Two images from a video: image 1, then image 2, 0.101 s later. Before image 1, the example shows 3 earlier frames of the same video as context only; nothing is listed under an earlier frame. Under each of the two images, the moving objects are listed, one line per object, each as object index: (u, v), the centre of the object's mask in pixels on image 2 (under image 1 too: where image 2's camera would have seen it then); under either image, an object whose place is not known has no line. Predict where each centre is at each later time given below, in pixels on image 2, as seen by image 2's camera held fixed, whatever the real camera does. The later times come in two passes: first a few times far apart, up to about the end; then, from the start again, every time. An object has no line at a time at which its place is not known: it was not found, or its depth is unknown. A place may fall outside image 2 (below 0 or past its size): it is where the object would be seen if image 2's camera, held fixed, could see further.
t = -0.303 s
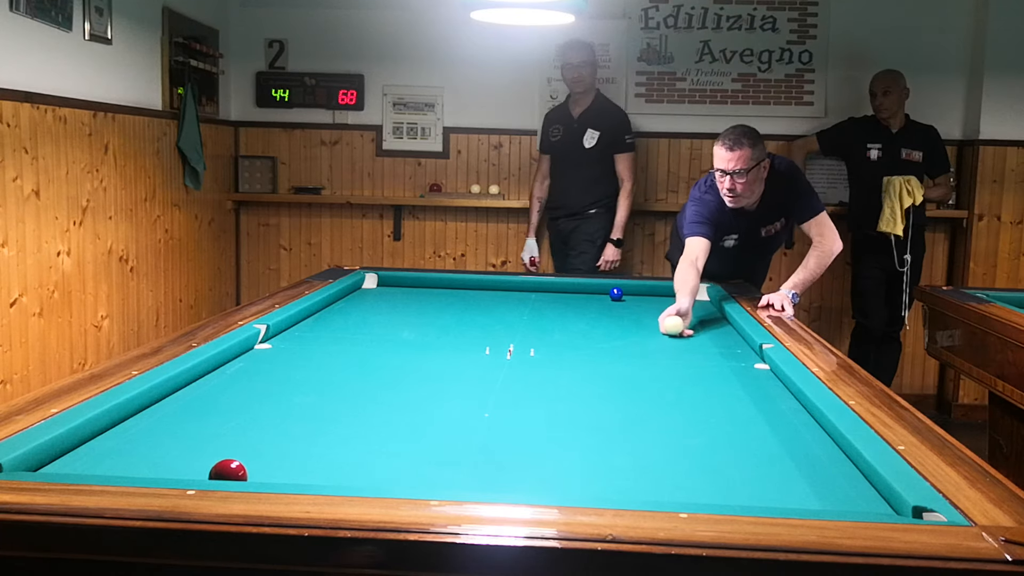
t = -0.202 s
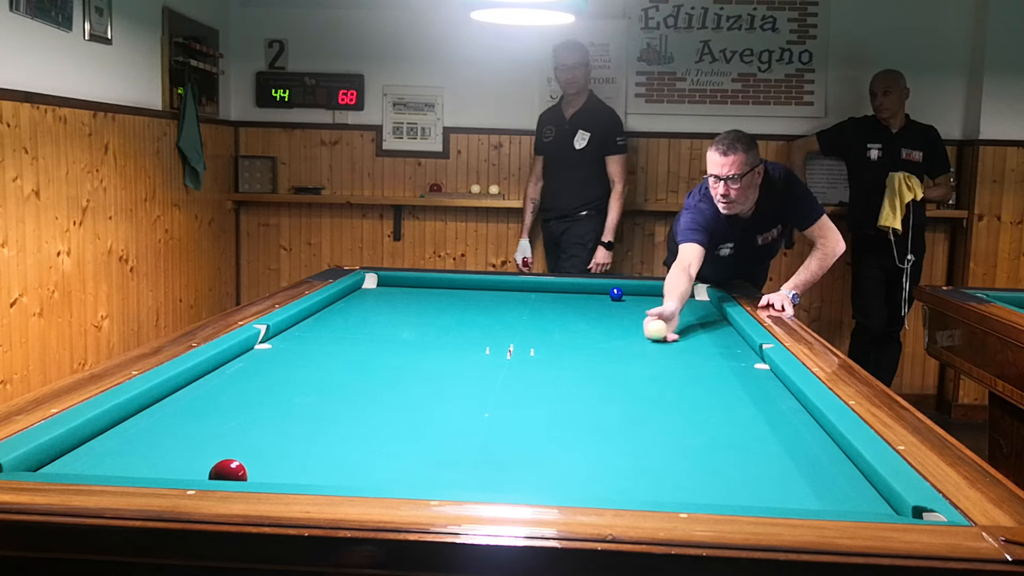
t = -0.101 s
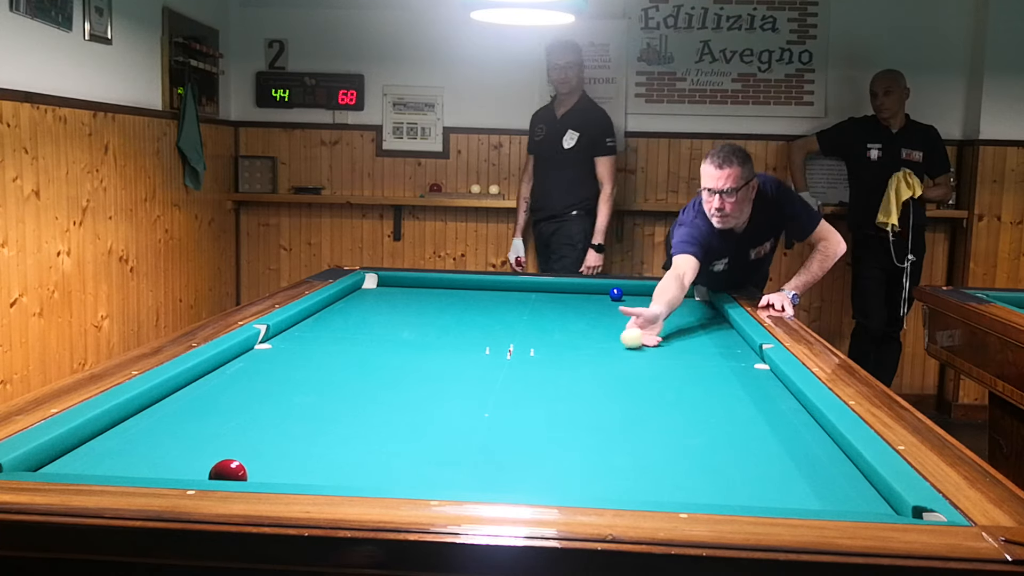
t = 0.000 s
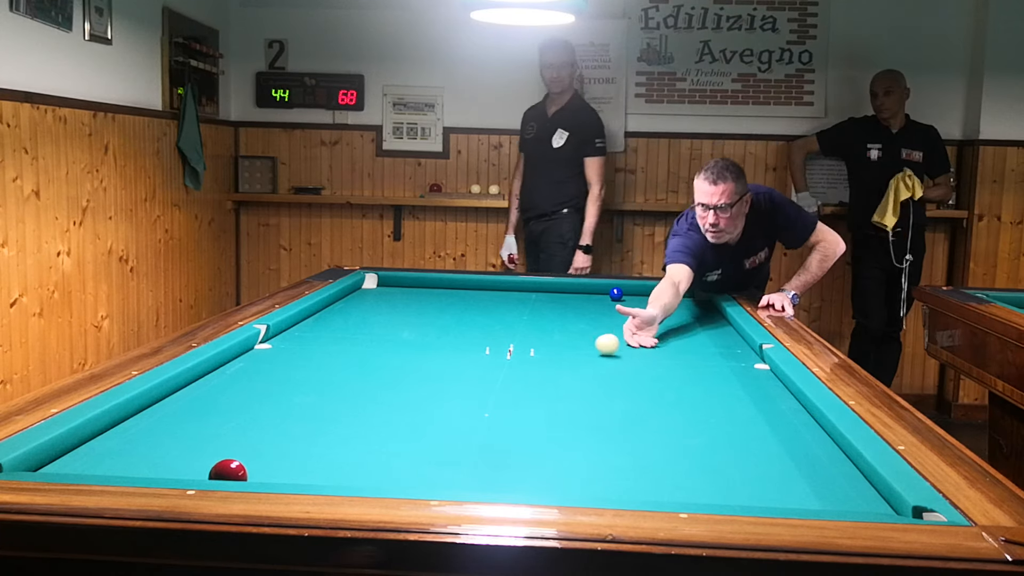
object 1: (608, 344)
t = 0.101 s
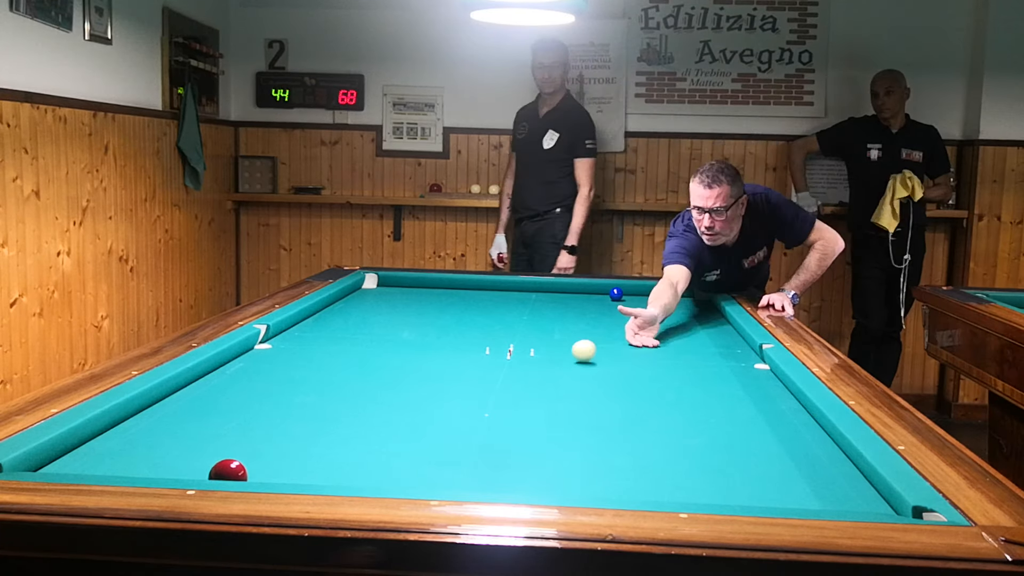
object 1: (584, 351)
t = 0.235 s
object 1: (553, 359)
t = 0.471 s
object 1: (491, 376)
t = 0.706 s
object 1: (417, 397)
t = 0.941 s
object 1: (327, 422)
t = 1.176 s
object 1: (214, 451)
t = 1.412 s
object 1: (98, 469)
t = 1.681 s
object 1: (88, 447)
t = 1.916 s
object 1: (131, 429)
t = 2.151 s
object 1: (180, 415)
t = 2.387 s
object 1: (222, 402)
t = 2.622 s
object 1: (260, 390)
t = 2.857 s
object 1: (294, 380)
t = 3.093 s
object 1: (325, 371)
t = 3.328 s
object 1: (351, 363)
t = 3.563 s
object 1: (376, 356)
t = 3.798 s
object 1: (398, 349)
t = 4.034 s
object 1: (418, 343)
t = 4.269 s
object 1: (437, 338)
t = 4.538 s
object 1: (456, 332)
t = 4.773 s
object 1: (472, 328)
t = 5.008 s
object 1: (487, 323)
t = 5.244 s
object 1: (500, 320)
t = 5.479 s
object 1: (512, 316)
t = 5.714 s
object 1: (524, 313)
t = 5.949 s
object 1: (534, 310)
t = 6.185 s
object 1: (545, 307)
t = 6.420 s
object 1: (554, 305)
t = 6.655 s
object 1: (563, 303)
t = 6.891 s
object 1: (571, 300)
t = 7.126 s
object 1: (579, 299)
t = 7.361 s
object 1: (585, 296)
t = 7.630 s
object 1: (593, 295)
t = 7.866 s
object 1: (599, 293)
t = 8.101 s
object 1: (604, 291)
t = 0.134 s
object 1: (576, 353)
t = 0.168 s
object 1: (569, 355)
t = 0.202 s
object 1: (561, 357)
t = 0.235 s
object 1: (553, 359)
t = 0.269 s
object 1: (544, 362)
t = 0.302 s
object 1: (536, 364)
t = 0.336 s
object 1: (527, 366)
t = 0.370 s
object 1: (519, 369)
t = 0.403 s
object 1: (509, 371)
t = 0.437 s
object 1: (500, 374)
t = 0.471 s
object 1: (491, 376)
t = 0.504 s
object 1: (481, 379)
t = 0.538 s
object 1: (471, 381)
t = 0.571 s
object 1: (461, 385)
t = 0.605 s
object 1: (450, 388)
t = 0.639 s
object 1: (440, 390)
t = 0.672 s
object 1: (428, 394)
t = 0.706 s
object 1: (417, 397)
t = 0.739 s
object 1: (405, 400)
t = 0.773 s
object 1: (393, 404)
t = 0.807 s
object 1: (381, 407)
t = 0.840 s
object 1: (368, 411)
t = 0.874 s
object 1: (355, 415)
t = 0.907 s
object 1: (341, 418)
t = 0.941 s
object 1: (327, 422)
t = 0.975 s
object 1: (313, 426)
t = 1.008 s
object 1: (298, 430)
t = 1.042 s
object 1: (282, 435)
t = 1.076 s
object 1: (267, 439)
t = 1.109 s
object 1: (249, 444)
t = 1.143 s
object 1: (233, 446)
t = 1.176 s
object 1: (214, 451)
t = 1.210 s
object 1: (197, 459)
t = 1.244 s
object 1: (178, 462)
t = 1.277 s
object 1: (159, 465)
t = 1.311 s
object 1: (140, 467)
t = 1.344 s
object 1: (119, 470)
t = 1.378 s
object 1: (99, 471)
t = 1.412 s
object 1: (98, 469)
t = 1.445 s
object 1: (98, 467)
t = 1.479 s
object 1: (97, 464)
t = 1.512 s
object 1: (96, 462)
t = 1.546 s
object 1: (95, 459)
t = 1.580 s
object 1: (93, 457)
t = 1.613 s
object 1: (91, 454)
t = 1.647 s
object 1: (89, 451)
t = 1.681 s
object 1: (88, 447)
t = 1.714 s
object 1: (86, 444)
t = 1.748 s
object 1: (90, 441)
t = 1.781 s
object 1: (100, 438)
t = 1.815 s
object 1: (108, 436)
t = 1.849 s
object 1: (116, 434)
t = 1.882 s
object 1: (124, 431)
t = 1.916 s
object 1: (131, 429)
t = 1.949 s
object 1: (139, 426)
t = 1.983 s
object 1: (146, 424)
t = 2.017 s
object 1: (153, 423)
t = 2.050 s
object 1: (160, 421)
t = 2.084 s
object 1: (167, 418)
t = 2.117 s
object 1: (173, 416)
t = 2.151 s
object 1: (180, 415)
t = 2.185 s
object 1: (186, 412)
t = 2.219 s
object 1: (192, 410)
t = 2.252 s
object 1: (199, 409)
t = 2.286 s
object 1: (205, 407)
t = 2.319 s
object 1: (211, 405)
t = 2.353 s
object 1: (217, 403)
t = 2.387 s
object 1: (222, 402)
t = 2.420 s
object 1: (228, 400)
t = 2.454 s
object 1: (234, 398)
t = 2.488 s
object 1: (239, 397)
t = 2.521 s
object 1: (245, 395)
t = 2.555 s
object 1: (250, 393)
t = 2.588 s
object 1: (255, 392)
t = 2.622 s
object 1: (260, 390)
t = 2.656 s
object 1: (266, 389)
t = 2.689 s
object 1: (270, 387)
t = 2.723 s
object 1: (276, 386)
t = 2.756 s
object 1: (280, 385)
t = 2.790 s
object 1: (285, 383)
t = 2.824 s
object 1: (290, 382)
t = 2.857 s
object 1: (294, 380)
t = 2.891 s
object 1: (299, 379)
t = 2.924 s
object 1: (303, 378)
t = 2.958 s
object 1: (308, 376)
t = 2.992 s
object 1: (312, 375)
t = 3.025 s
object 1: (316, 374)
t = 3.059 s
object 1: (320, 372)
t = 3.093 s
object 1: (325, 371)
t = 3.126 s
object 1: (329, 370)
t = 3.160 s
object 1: (333, 369)
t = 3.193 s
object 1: (336, 368)
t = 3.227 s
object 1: (340, 366)
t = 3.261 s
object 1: (344, 365)
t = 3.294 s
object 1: (348, 364)
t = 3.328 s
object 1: (351, 363)
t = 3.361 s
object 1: (355, 362)
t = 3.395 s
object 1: (359, 361)
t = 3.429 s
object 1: (362, 360)
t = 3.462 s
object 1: (366, 359)
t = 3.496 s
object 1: (369, 358)
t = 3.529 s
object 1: (373, 357)
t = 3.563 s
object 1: (376, 356)
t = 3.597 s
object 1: (379, 355)
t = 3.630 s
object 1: (383, 354)
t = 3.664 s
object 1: (386, 353)
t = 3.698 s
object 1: (389, 352)
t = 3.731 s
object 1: (392, 351)
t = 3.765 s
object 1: (395, 350)
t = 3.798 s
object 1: (398, 349)
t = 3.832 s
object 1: (401, 348)
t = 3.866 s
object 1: (404, 347)
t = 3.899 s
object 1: (407, 347)
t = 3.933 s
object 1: (410, 346)
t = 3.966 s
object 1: (413, 345)
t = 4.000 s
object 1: (416, 344)
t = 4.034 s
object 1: (418, 343)
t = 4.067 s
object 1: (421, 342)
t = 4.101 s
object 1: (424, 342)
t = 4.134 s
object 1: (427, 341)
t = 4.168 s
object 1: (429, 340)
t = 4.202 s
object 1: (432, 339)
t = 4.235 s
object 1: (434, 338)
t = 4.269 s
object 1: (437, 338)
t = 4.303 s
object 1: (439, 337)
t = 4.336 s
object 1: (442, 336)
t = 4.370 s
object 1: (444, 336)
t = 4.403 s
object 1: (447, 335)
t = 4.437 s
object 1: (449, 334)
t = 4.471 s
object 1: (452, 333)
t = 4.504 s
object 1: (454, 332)
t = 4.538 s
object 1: (456, 332)
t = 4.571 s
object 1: (459, 331)
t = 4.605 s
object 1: (461, 331)
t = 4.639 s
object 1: (463, 330)
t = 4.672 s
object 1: (465, 329)
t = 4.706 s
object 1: (468, 329)
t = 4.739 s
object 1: (470, 328)
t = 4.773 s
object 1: (472, 328)
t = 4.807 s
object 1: (474, 327)
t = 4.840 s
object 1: (476, 326)
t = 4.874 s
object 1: (478, 326)
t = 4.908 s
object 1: (481, 325)
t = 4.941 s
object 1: (482, 325)
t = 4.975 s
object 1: (485, 324)
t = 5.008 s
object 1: (487, 323)
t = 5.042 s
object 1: (488, 323)
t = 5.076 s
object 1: (490, 322)
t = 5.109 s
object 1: (492, 322)
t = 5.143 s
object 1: (494, 321)
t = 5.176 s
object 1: (496, 321)
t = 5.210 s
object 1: (498, 320)
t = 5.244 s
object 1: (500, 320)
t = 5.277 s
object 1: (502, 319)
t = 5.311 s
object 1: (503, 319)
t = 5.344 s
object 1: (505, 318)
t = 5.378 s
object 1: (507, 318)
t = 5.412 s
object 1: (509, 317)
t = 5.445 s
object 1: (510, 317)
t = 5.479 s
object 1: (512, 316)
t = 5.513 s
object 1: (514, 316)
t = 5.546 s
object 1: (516, 315)
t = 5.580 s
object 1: (517, 315)
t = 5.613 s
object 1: (519, 314)
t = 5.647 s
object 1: (520, 314)
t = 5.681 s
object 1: (522, 314)
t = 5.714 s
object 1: (524, 313)
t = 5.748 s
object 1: (526, 312)
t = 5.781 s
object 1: (527, 312)
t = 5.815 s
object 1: (528, 312)
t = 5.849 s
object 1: (530, 312)
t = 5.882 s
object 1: (531, 311)
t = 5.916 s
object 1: (533, 311)
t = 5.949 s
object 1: (534, 310)
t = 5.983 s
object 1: (536, 310)
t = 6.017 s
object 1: (537, 309)
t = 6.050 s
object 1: (539, 309)
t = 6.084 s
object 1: (540, 309)
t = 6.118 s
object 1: (542, 308)
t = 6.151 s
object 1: (543, 308)
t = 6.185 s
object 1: (545, 307)
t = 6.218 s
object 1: (546, 307)
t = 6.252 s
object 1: (547, 307)
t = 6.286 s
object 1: (549, 306)
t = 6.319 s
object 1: (550, 306)
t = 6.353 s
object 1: (551, 306)
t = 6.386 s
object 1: (552, 305)
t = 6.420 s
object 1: (554, 305)
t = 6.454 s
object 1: (555, 305)
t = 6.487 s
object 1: (556, 304)
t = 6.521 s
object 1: (558, 304)
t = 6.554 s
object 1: (559, 304)
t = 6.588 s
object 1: (560, 303)
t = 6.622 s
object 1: (561, 303)
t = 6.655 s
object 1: (563, 303)
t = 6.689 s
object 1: (564, 302)
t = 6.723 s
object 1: (565, 302)
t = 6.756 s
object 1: (566, 302)
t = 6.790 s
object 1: (567, 301)
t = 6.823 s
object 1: (569, 301)
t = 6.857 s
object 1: (570, 301)
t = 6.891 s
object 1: (571, 300)
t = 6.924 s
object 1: (572, 300)
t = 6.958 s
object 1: (573, 300)
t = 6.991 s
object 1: (574, 300)
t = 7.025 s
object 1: (575, 299)
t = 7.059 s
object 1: (576, 299)
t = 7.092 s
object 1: (577, 299)
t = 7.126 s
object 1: (579, 299)
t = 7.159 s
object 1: (580, 298)
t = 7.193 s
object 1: (581, 298)
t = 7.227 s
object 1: (582, 297)
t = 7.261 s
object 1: (583, 297)
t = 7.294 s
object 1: (584, 297)
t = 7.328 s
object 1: (585, 297)
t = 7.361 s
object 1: (585, 296)
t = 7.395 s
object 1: (587, 296)
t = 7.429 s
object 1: (587, 296)
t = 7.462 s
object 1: (589, 296)
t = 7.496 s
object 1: (589, 295)
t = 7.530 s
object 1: (590, 295)
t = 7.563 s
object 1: (591, 295)
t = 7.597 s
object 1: (592, 295)
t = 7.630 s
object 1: (593, 295)
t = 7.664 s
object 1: (594, 294)
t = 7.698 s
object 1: (595, 294)
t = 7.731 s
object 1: (596, 294)
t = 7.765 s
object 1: (597, 293)
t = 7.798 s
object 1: (597, 293)
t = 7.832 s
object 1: (598, 293)
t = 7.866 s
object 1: (599, 293)
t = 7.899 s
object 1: (600, 292)
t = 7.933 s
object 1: (601, 292)
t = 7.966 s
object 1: (601, 292)
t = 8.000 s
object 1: (602, 292)
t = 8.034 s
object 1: (603, 291)
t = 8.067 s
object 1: (603, 291)
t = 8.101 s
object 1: (604, 291)
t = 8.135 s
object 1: (604, 290)
